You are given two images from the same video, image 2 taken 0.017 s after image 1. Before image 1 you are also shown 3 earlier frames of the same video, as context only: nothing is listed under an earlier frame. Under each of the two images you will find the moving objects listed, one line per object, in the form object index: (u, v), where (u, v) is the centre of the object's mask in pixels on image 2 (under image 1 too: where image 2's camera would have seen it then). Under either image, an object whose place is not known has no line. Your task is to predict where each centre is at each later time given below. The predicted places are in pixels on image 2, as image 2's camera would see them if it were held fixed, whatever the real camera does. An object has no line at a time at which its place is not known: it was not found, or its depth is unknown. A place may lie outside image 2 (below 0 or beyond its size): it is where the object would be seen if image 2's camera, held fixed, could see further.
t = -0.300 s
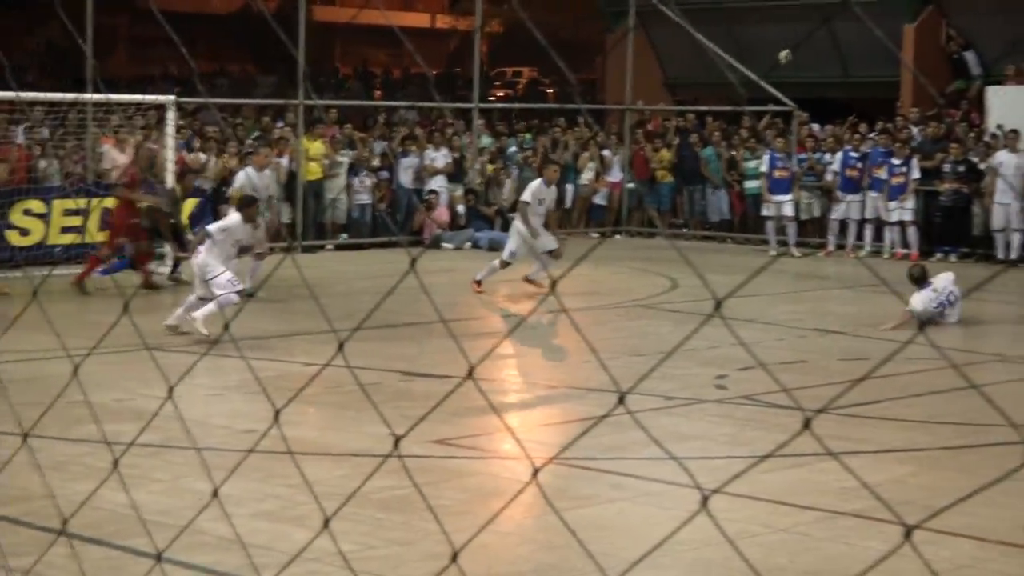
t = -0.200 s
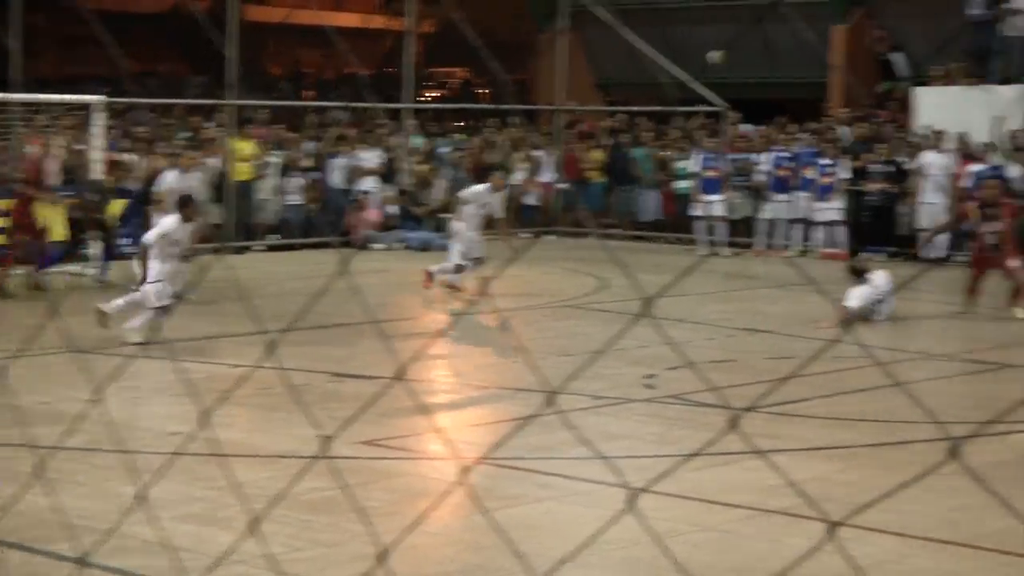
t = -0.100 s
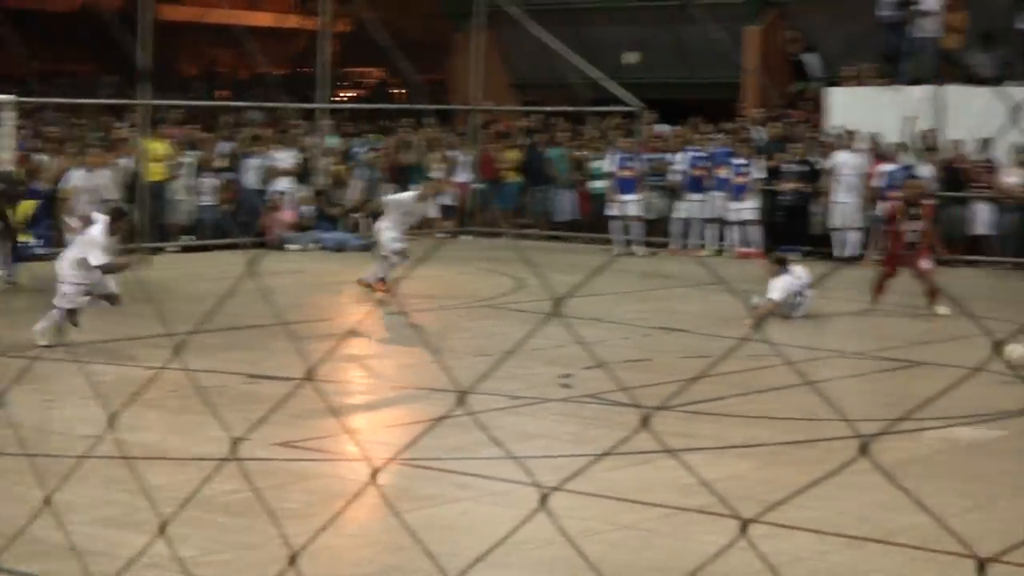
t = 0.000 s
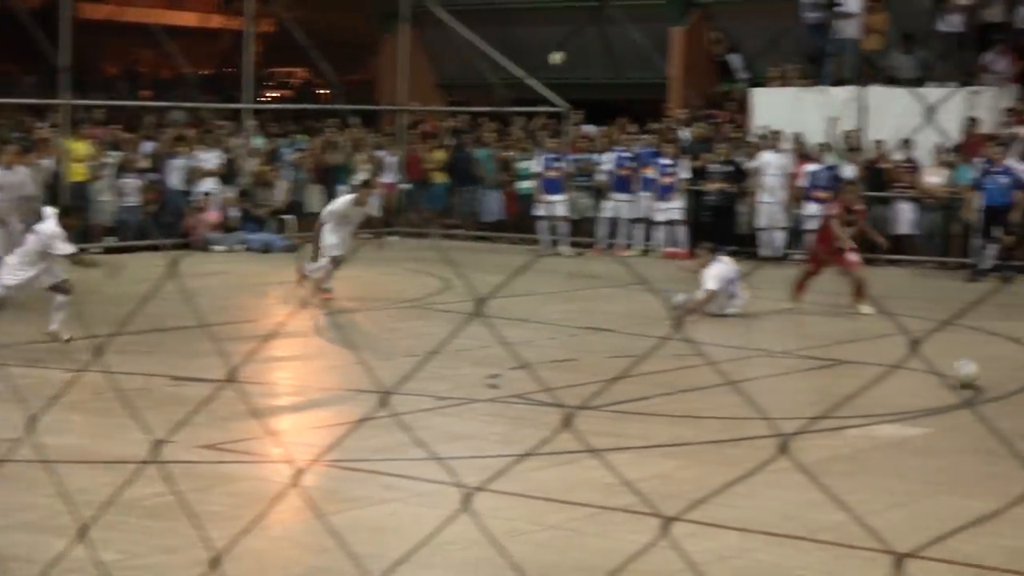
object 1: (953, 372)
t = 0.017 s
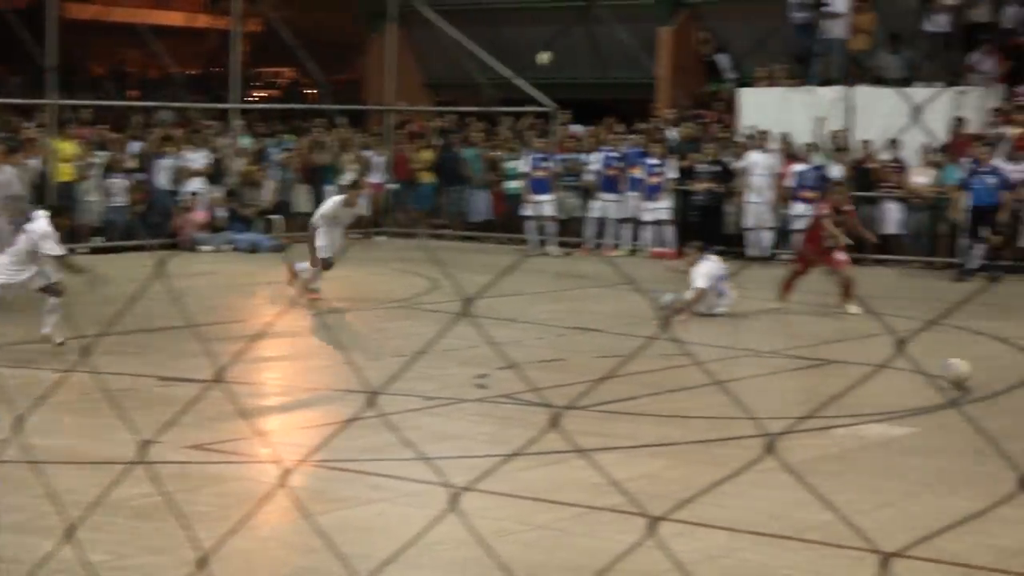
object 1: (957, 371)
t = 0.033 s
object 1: (962, 371)
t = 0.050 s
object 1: (965, 371)
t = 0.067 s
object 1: (970, 371)
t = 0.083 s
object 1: (974, 372)
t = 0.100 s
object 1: (979, 373)
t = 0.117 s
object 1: (983, 374)
